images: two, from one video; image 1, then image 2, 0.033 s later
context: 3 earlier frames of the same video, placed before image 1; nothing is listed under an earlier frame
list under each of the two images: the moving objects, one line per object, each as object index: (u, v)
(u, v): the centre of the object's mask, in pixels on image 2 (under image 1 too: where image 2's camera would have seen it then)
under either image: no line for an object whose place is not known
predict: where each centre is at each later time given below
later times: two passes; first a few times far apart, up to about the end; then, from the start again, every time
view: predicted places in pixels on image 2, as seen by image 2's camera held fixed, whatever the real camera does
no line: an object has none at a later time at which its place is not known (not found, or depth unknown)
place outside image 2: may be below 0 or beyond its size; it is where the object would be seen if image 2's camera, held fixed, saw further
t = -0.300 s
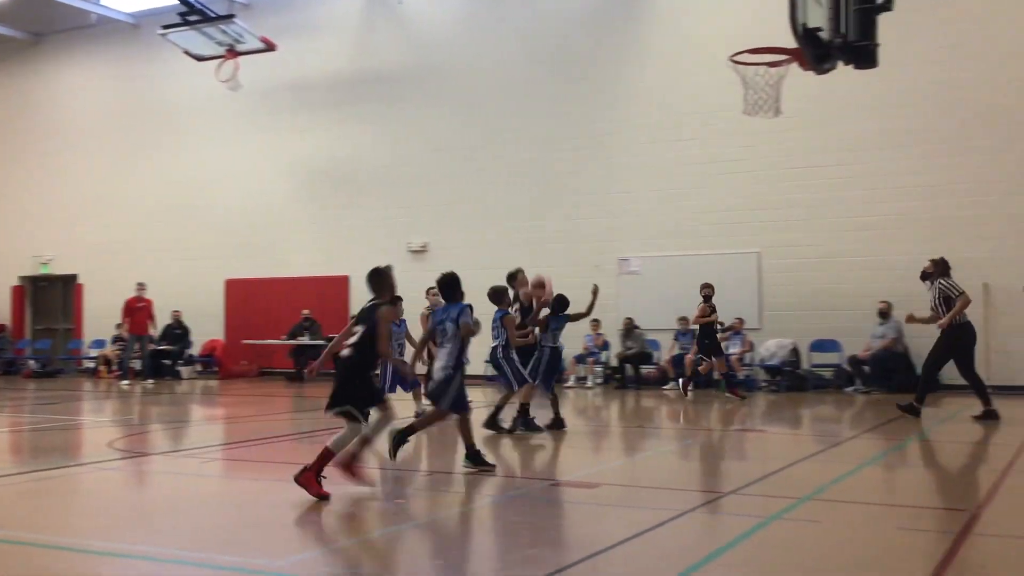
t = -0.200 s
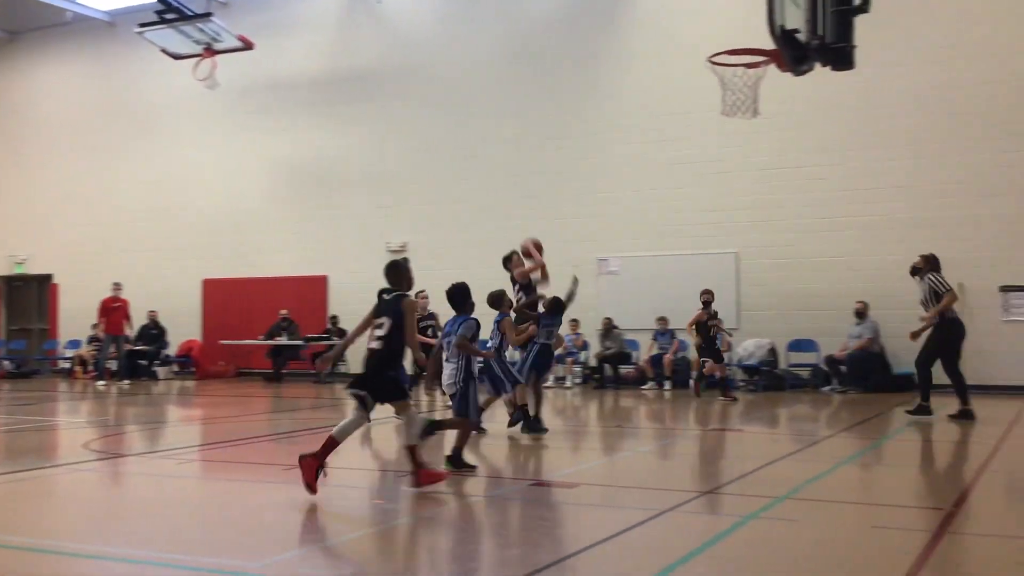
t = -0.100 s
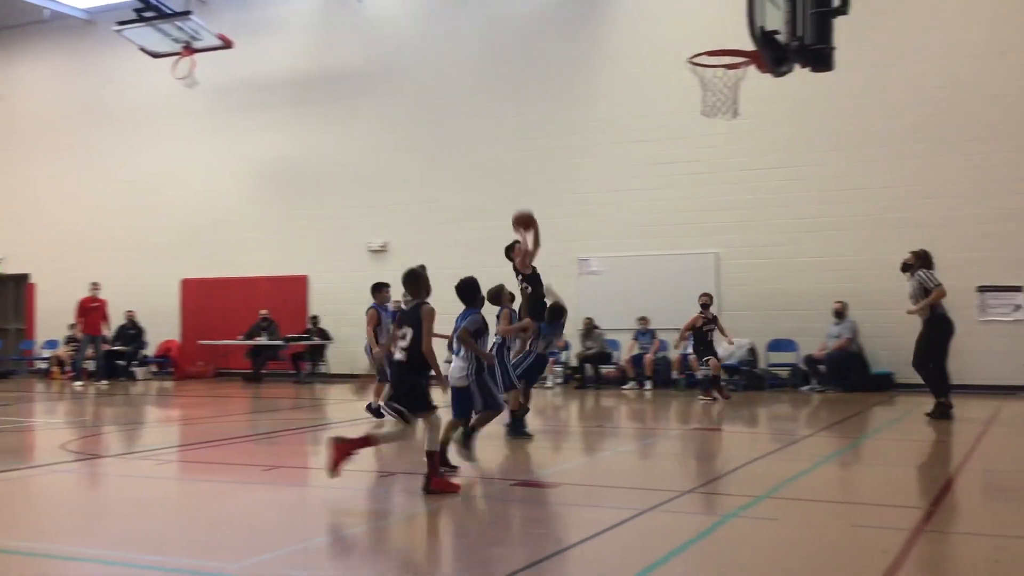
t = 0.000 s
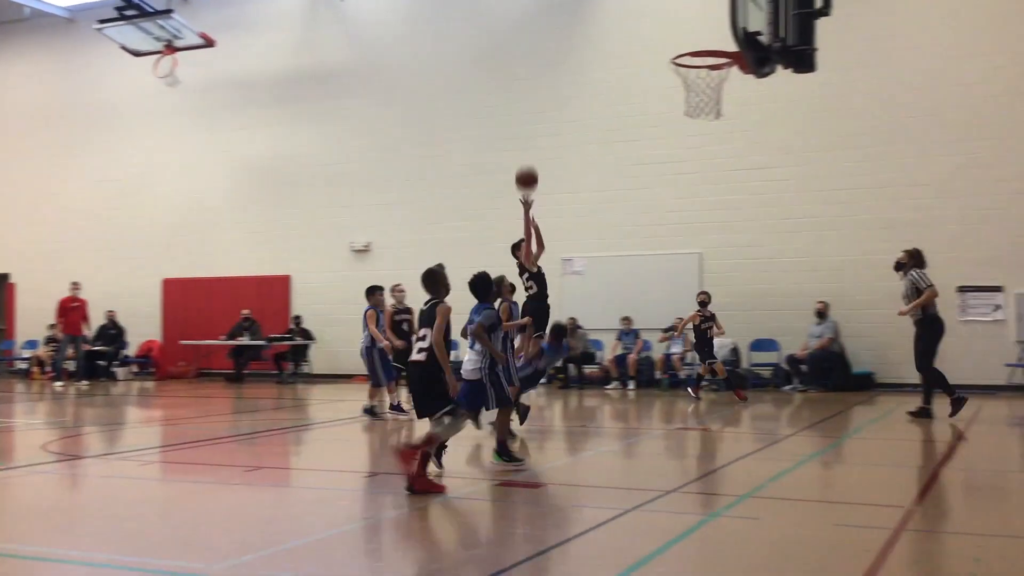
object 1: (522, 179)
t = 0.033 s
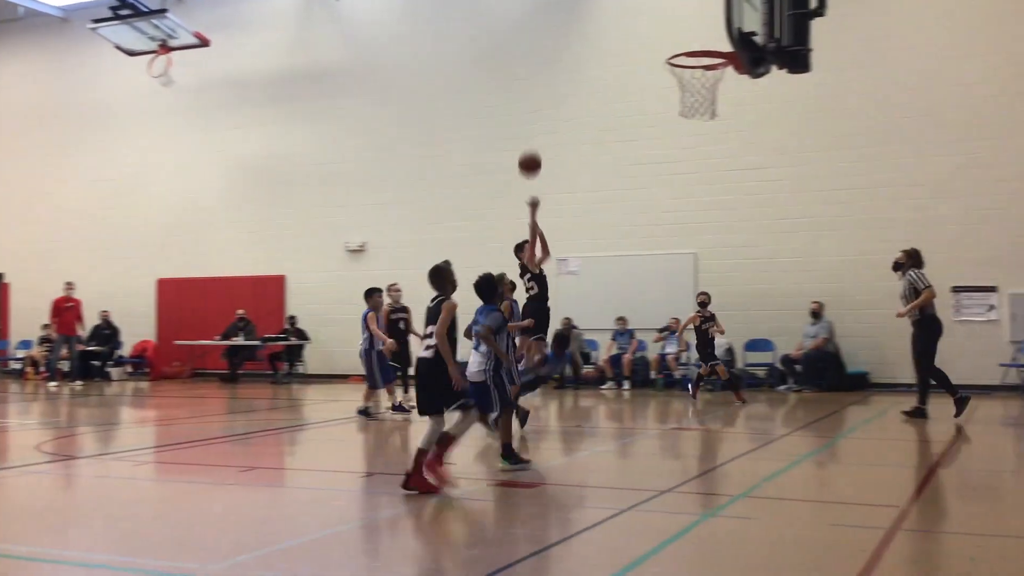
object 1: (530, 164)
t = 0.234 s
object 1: (581, 91)
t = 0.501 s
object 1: (658, 52)
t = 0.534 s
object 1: (667, 50)
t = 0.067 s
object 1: (538, 150)
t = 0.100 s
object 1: (546, 136)
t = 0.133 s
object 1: (554, 124)
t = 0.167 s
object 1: (563, 112)
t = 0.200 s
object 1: (572, 101)
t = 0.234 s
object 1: (581, 91)
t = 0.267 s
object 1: (589, 83)
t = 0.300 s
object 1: (599, 75)
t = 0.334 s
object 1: (608, 69)
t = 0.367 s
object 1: (617, 63)
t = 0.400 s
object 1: (627, 59)
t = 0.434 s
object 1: (637, 55)
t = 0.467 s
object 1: (647, 53)
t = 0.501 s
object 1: (658, 52)
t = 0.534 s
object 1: (667, 50)
